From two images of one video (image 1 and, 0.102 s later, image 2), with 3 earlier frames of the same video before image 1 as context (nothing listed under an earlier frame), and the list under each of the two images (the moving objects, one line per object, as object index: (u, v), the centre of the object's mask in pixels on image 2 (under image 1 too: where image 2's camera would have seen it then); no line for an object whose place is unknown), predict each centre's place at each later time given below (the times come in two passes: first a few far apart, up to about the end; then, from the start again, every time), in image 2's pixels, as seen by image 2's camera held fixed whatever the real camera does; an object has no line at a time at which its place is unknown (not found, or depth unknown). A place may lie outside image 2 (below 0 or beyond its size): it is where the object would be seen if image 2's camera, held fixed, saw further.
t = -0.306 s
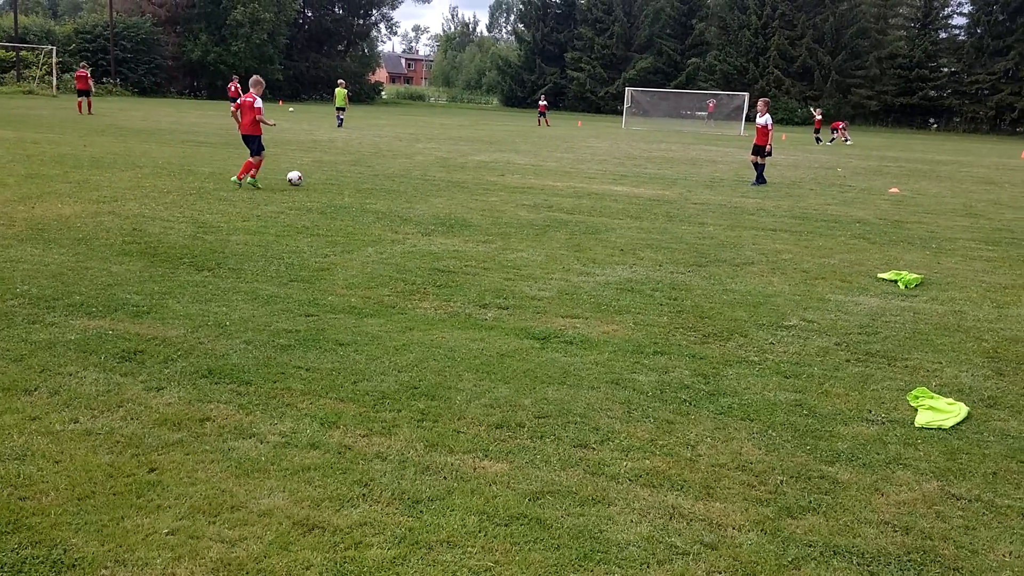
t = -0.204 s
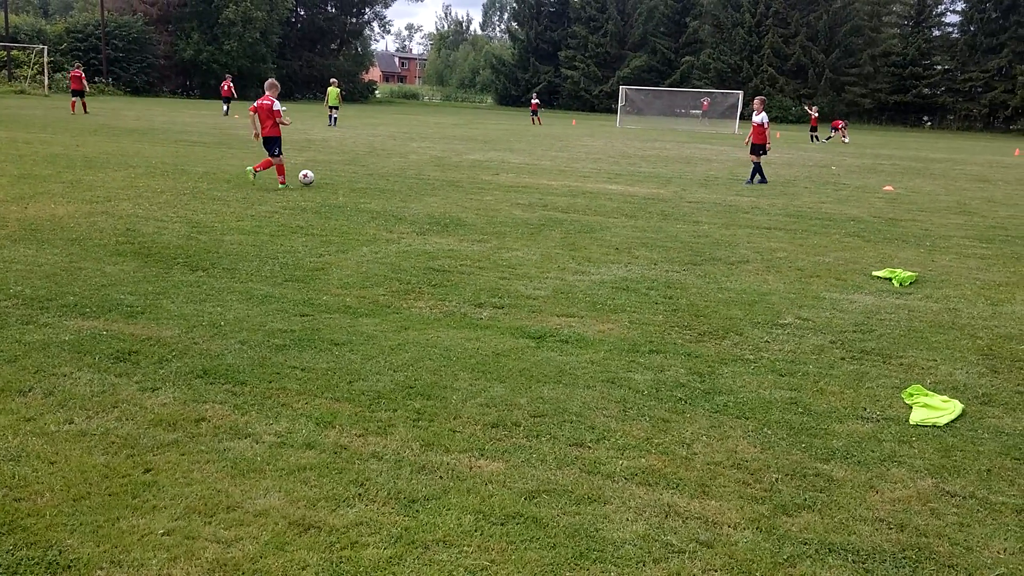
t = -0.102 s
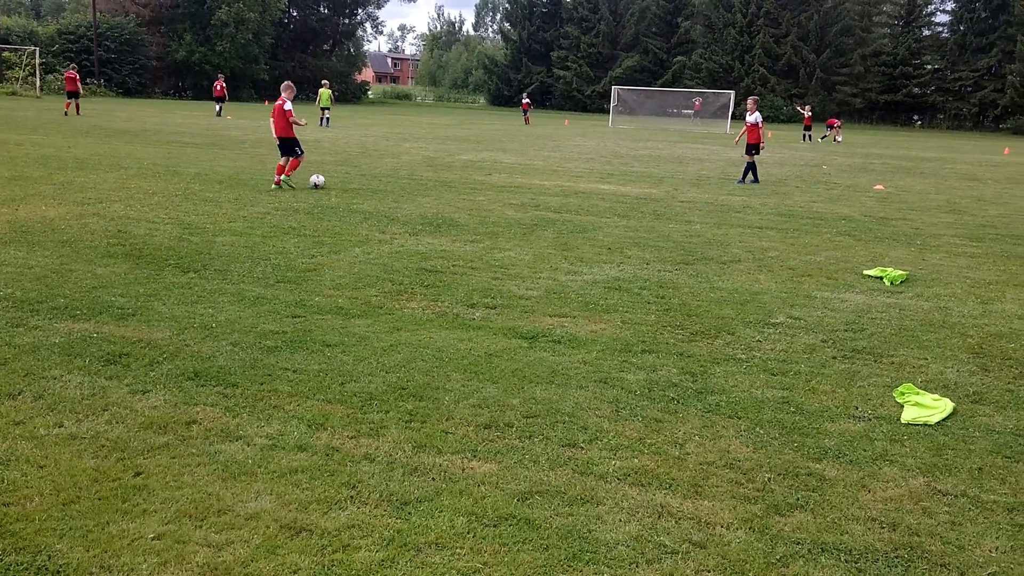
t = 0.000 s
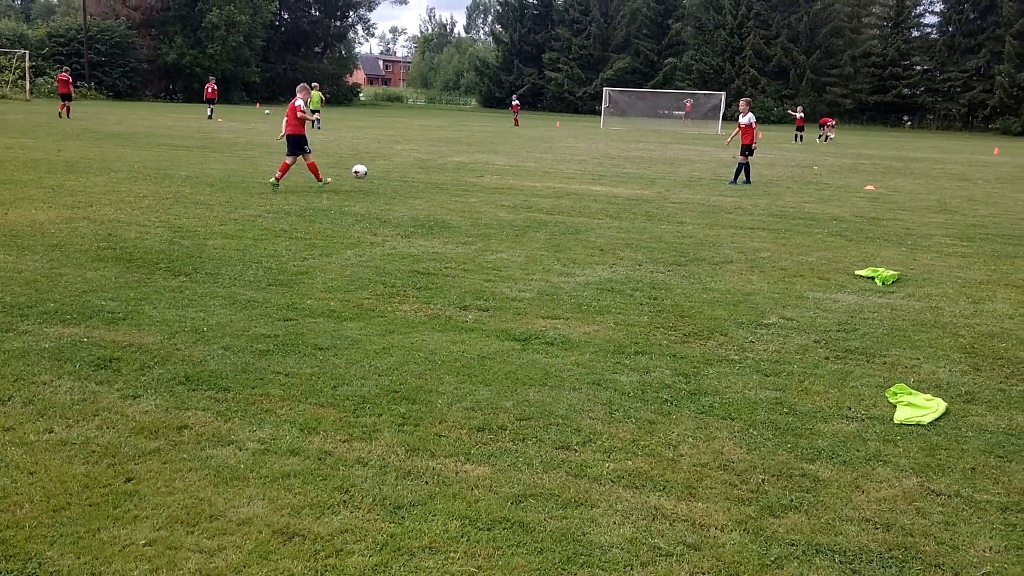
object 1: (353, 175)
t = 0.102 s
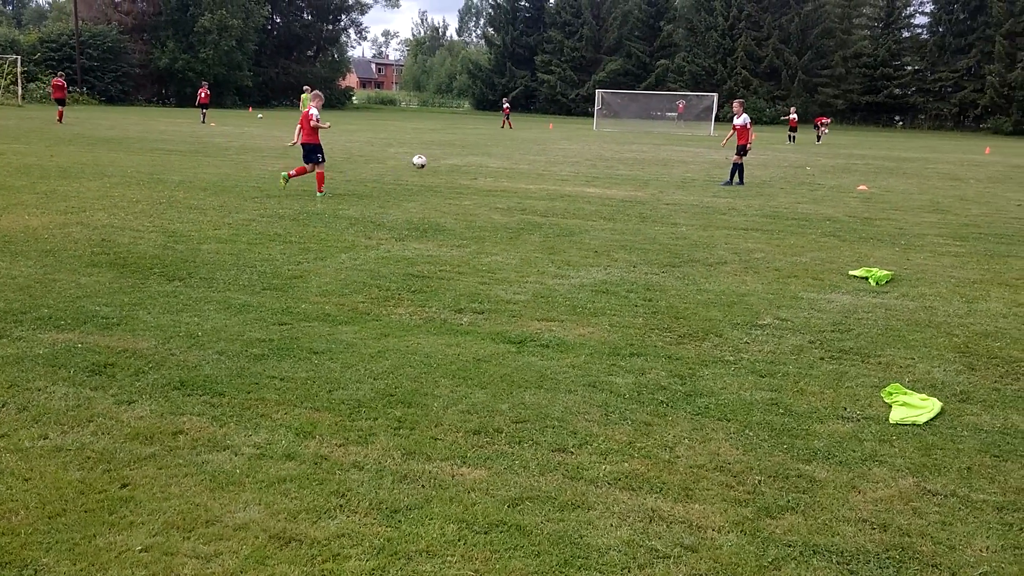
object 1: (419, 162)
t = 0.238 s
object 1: (497, 156)
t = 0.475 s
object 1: (611, 170)
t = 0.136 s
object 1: (439, 159)
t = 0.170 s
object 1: (459, 157)
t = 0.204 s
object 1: (479, 157)
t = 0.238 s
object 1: (497, 156)
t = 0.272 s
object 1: (515, 157)
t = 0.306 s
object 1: (533, 157)
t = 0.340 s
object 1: (549, 158)
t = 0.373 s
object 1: (565, 160)
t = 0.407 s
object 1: (581, 163)
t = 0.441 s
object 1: (596, 166)
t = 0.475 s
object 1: (611, 170)
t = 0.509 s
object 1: (625, 174)
